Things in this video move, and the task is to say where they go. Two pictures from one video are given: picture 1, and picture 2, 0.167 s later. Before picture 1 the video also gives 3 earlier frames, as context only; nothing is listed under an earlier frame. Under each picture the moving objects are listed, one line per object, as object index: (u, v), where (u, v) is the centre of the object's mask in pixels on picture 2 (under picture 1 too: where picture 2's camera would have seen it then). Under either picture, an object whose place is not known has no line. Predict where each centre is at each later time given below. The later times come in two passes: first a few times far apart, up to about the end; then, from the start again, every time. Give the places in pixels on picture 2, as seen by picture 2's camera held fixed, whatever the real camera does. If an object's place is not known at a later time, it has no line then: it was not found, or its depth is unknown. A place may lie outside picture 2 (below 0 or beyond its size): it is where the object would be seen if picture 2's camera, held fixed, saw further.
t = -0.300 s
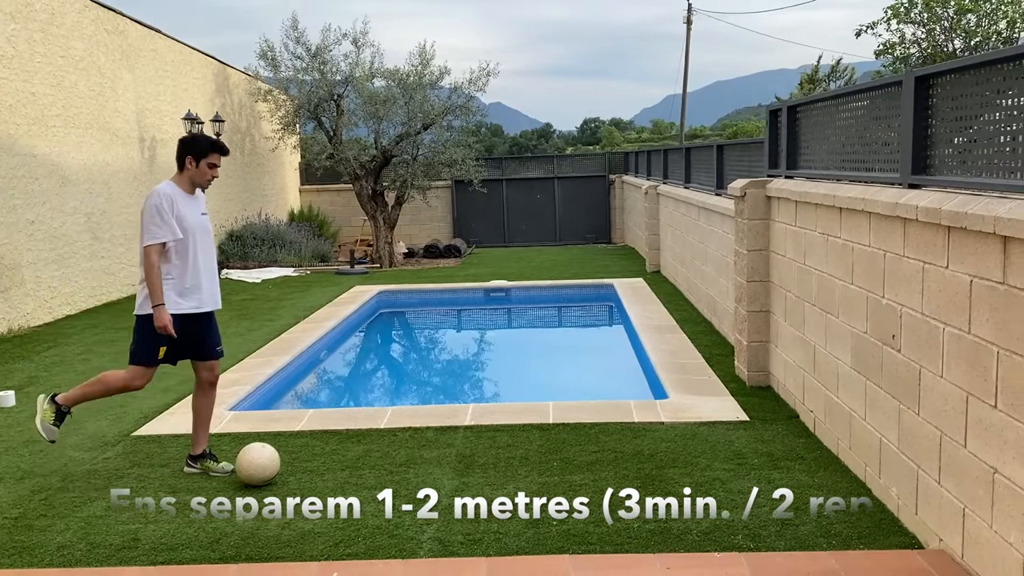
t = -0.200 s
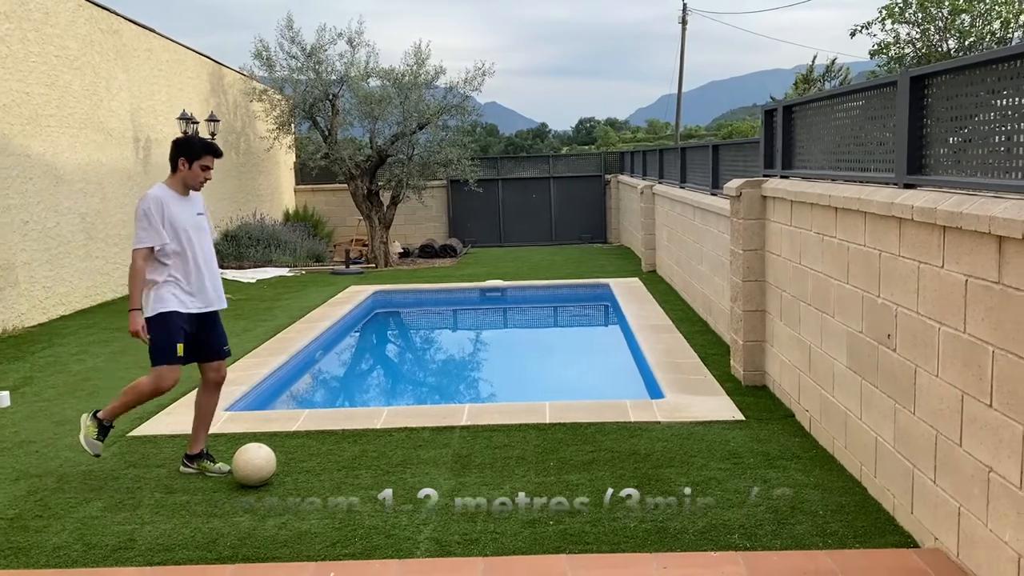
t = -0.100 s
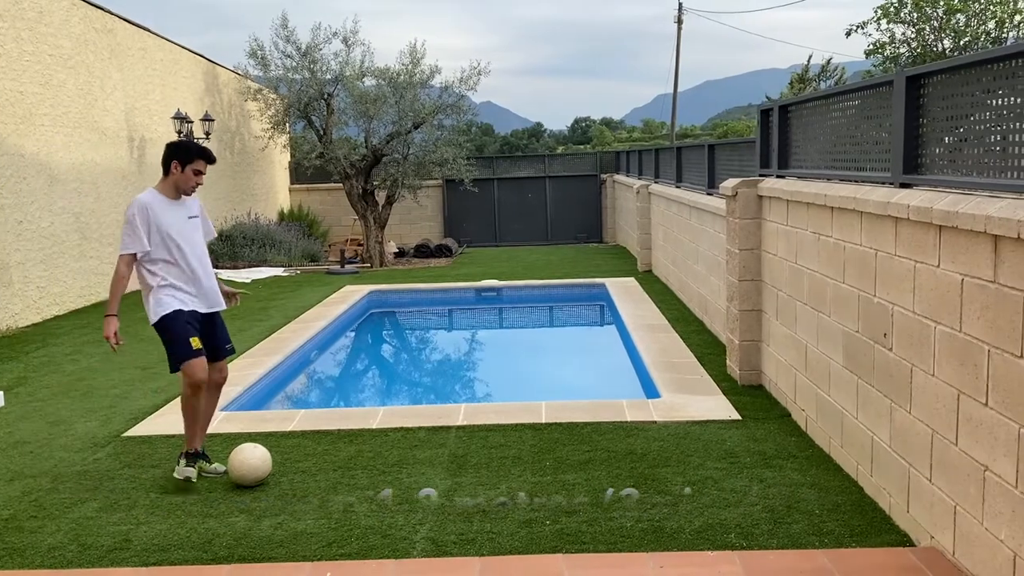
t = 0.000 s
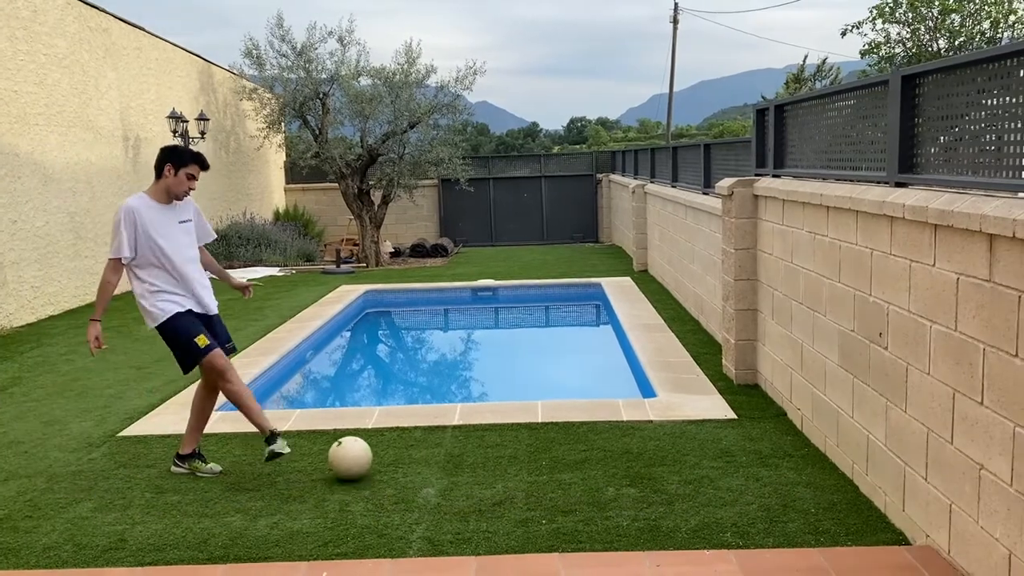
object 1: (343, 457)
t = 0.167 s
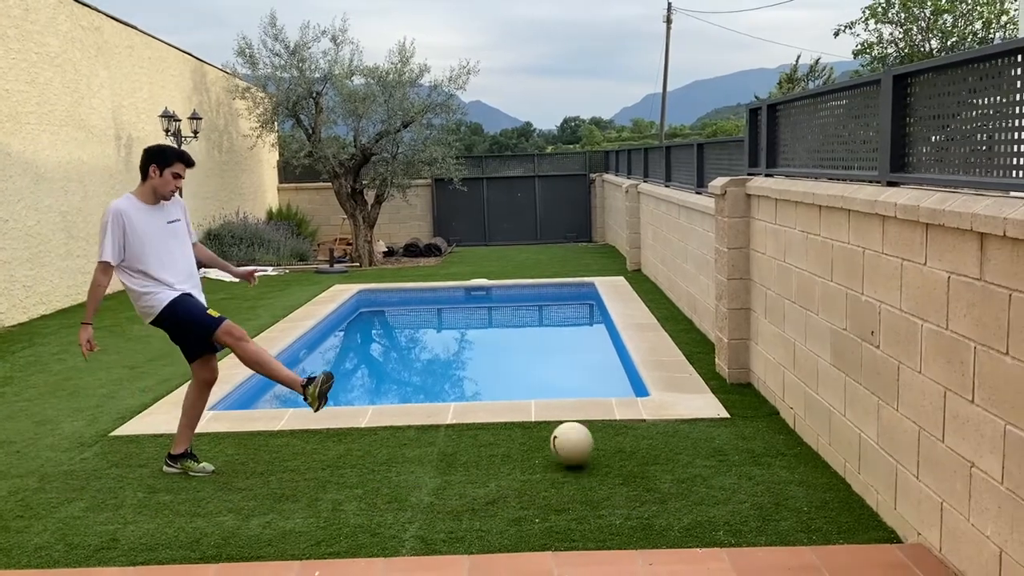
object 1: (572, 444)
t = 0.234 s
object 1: (654, 441)
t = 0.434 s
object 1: (752, 431)
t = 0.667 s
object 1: (571, 441)
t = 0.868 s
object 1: (462, 452)
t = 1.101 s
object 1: (360, 458)
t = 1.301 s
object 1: (277, 464)
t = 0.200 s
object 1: (612, 442)
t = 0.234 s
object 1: (654, 441)
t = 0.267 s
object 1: (694, 443)
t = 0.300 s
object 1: (732, 441)
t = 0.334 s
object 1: (768, 438)
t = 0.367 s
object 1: (803, 437)
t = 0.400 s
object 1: (781, 431)
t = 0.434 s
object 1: (752, 431)
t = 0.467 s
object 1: (723, 432)
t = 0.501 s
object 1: (693, 435)
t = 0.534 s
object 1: (665, 439)
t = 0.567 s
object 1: (637, 446)
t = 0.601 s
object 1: (614, 444)
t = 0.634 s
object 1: (593, 441)
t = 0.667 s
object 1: (571, 441)
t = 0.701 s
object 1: (551, 443)
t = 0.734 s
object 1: (530, 448)
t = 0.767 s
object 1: (510, 452)
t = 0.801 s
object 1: (494, 451)
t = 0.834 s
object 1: (478, 450)
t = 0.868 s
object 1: (462, 452)
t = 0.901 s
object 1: (446, 455)
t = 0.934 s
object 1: (432, 455)
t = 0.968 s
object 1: (417, 455)
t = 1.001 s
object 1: (402, 457)
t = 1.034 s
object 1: (389, 457)
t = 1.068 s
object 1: (374, 458)
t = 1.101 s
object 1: (360, 458)
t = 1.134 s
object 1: (346, 458)
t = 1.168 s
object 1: (332, 460)
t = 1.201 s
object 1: (318, 460)
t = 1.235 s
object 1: (304, 461)
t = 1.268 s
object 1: (290, 463)
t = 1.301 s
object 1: (277, 464)
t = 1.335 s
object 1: (263, 465)
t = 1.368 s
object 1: (249, 465)
